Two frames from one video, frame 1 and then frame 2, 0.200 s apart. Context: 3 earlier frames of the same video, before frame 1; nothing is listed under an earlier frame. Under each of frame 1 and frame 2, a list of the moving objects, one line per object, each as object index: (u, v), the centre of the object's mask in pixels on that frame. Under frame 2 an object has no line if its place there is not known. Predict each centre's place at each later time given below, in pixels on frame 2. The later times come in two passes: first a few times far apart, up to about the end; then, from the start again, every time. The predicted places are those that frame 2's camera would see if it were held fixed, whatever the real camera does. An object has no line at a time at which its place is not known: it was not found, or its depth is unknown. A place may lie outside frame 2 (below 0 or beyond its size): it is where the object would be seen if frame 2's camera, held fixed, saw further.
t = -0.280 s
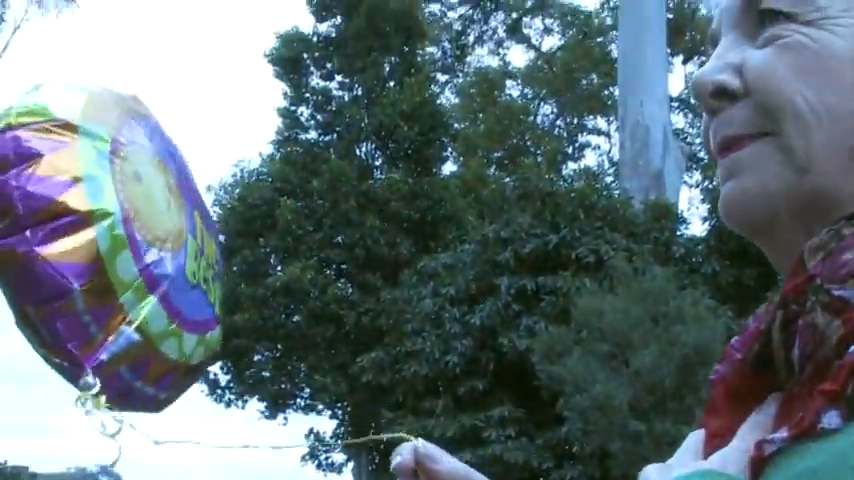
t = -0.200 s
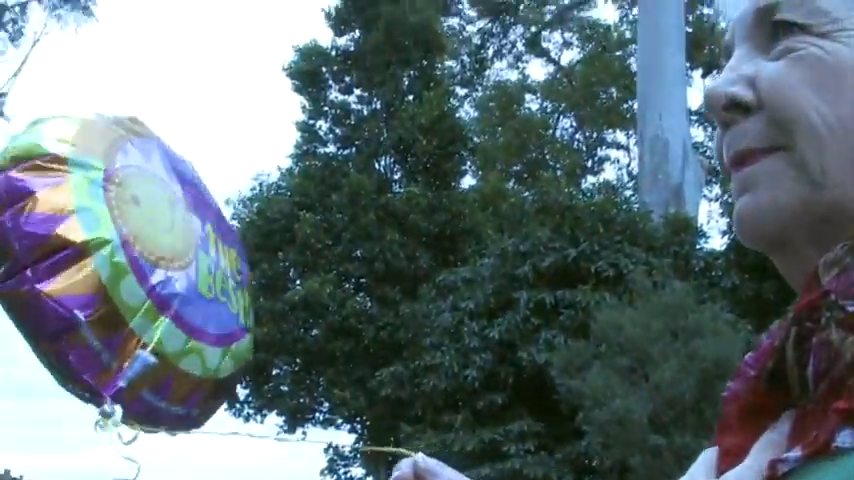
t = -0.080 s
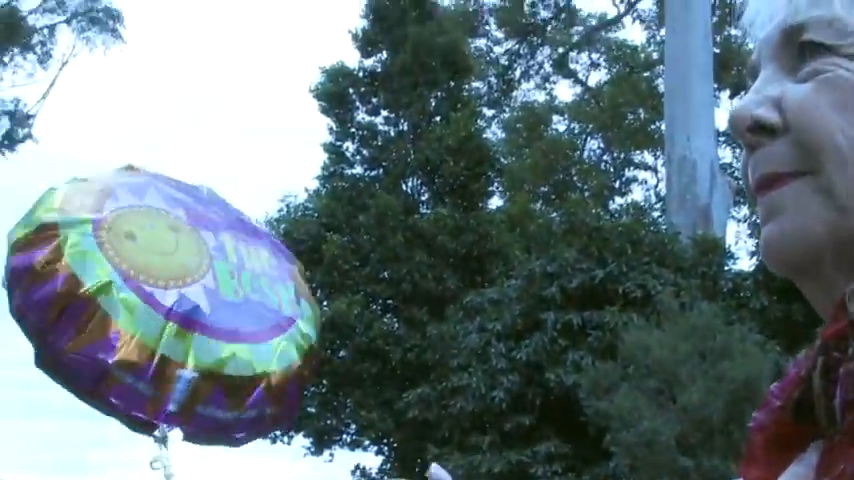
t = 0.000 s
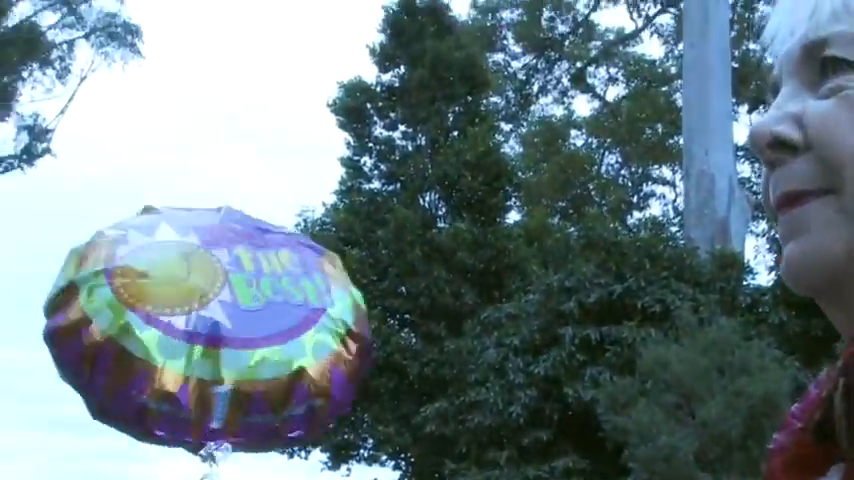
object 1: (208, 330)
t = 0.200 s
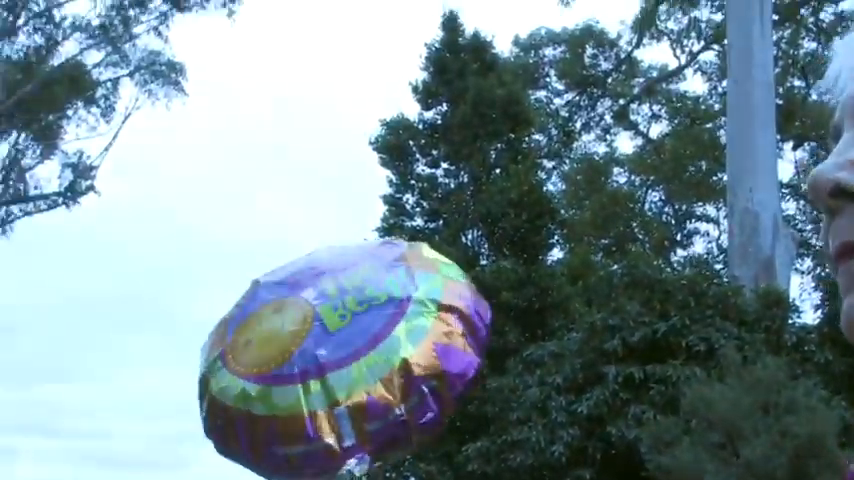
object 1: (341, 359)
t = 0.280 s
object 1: (364, 335)
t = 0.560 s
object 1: (282, 205)
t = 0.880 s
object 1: (65, 129)
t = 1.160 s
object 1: (-29, 82)
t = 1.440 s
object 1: (-73, 4)
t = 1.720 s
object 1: (-89, -79)
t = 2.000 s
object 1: (-64, -137)
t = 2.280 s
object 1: (8, -169)
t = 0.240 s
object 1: (354, 349)
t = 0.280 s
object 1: (364, 335)
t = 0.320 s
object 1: (367, 319)
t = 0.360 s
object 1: (366, 300)
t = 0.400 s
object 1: (359, 280)
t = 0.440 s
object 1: (347, 260)
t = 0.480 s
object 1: (329, 240)
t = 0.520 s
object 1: (306, 222)
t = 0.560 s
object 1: (282, 205)
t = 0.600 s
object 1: (253, 190)
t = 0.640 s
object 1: (223, 178)
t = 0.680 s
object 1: (194, 167)
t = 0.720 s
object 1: (165, 159)
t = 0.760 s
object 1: (137, 150)
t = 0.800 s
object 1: (111, 142)
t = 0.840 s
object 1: (87, 135)
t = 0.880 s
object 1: (65, 129)
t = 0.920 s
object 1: (47, 124)
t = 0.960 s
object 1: (29, 118)
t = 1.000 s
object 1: (15, 112)
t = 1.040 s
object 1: (2, 106)
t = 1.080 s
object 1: (-10, 99)
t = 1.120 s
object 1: (-20, 91)
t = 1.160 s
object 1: (-29, 82)
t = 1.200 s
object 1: (-37, 74)
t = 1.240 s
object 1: (-45, 63)
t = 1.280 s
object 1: (-51, 53)
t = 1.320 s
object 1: (-57, 42)
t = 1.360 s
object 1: (-63, 30)
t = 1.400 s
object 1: (-68, 17)
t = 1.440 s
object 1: (-73, 4)
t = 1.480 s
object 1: (-77, -10)
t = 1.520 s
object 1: (-82, -22)
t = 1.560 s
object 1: (-86, -35)
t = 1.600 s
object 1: (-88, -46)
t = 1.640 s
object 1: (-89, -59)
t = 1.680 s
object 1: (-90, -69)
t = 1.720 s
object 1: (-89, -79)
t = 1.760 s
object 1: (-88, -88)
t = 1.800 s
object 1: (-87, -97)
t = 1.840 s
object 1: (-85, -105)
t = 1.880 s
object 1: (-81, -114)
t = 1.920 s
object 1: (-76, -121)
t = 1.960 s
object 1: (-71, -130)
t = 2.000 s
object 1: (-64, -137)
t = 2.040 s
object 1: (-56, -144)
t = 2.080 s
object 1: (-48, -150)
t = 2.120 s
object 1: (-38, -154)
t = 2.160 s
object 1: (-26, -159)
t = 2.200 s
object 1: (-15, -163)
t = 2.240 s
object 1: (-4, -166)
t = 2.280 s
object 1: (8, -169)
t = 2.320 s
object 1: (19, -170)
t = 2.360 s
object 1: (31, -171)
